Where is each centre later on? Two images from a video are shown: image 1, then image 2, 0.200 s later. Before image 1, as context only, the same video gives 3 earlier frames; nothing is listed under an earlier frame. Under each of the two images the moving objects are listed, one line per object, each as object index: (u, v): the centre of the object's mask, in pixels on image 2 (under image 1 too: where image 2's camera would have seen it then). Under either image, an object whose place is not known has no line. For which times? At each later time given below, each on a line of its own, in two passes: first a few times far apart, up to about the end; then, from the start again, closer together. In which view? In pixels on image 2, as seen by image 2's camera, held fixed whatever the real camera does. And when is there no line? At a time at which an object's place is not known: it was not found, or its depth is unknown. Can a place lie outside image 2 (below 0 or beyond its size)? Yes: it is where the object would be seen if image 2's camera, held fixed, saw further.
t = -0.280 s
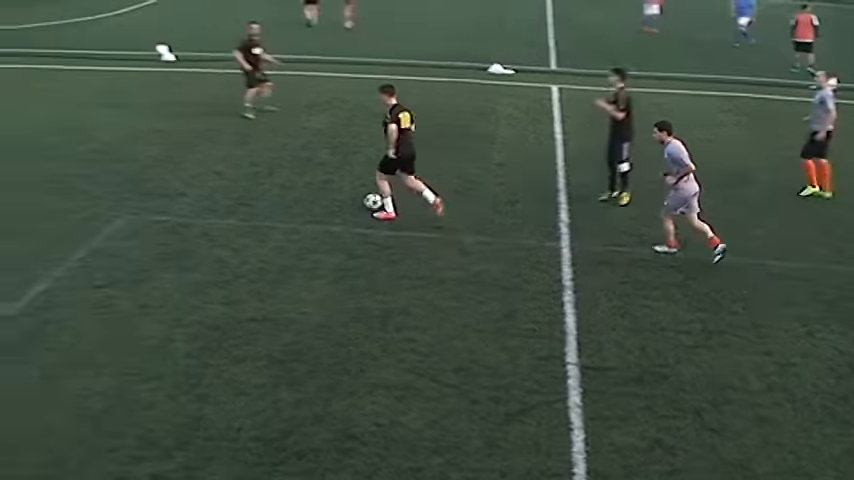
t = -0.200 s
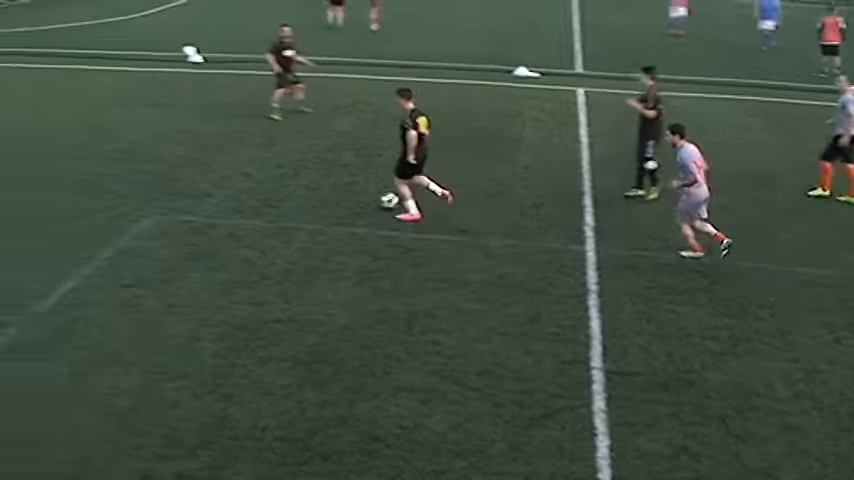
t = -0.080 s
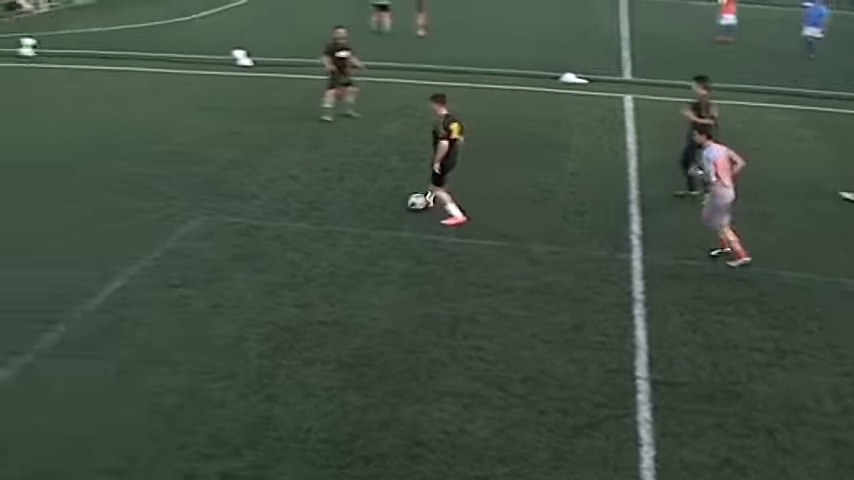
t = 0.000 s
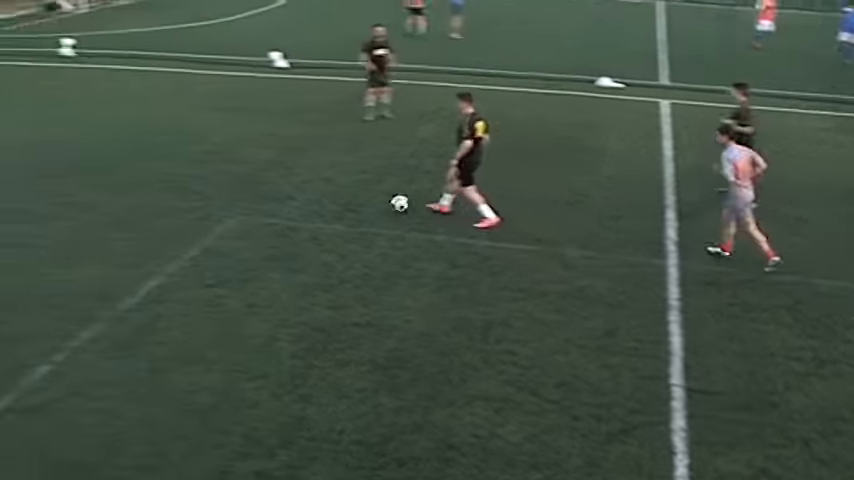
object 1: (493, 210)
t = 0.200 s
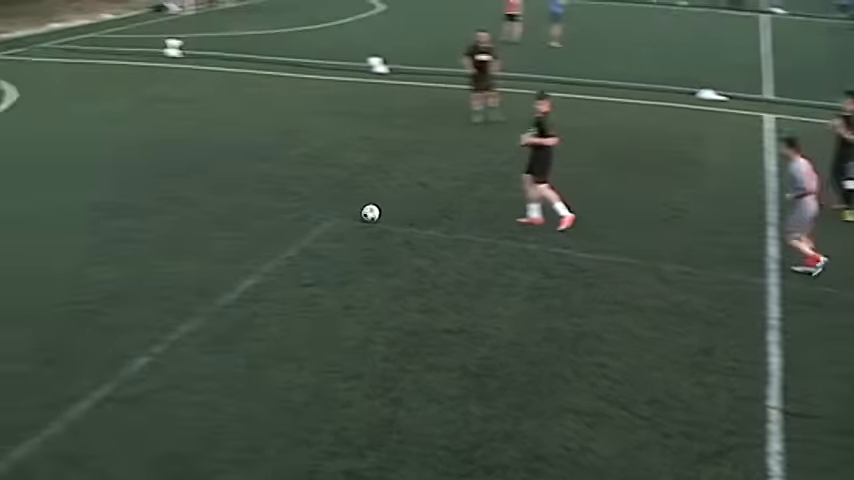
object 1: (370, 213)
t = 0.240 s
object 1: (350, 210)
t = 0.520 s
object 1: (213, 214)
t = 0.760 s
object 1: (106, 215)
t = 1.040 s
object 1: (-15, 215)
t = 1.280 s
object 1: (-114, 222)
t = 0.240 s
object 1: (350, 210)
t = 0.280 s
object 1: (329, 210)
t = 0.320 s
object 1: (309, 211)
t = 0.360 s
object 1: (288, 213)
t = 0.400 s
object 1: (267, 217)
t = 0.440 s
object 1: (249, 216)
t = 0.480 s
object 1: (232, 214)
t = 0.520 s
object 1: (213, 214)
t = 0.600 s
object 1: (178, 216)
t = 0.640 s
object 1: (160, 219)
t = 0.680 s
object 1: (142, 218)
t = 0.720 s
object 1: (124, 215)
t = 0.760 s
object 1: (106, 215)
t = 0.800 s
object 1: (89, 215)
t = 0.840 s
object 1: (71, 217)
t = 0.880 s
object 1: (54, 220)
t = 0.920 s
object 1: (36, 220)
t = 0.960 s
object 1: (19, 217)
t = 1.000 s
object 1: (2, 215)
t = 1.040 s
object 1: (-15, 215)
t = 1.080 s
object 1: (-31, 215)
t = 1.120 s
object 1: (-49, 218)
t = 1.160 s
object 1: (-64, 221)
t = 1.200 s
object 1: (-81, 222)
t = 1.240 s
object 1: (-98, 221)
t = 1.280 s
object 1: (-114, 222)
